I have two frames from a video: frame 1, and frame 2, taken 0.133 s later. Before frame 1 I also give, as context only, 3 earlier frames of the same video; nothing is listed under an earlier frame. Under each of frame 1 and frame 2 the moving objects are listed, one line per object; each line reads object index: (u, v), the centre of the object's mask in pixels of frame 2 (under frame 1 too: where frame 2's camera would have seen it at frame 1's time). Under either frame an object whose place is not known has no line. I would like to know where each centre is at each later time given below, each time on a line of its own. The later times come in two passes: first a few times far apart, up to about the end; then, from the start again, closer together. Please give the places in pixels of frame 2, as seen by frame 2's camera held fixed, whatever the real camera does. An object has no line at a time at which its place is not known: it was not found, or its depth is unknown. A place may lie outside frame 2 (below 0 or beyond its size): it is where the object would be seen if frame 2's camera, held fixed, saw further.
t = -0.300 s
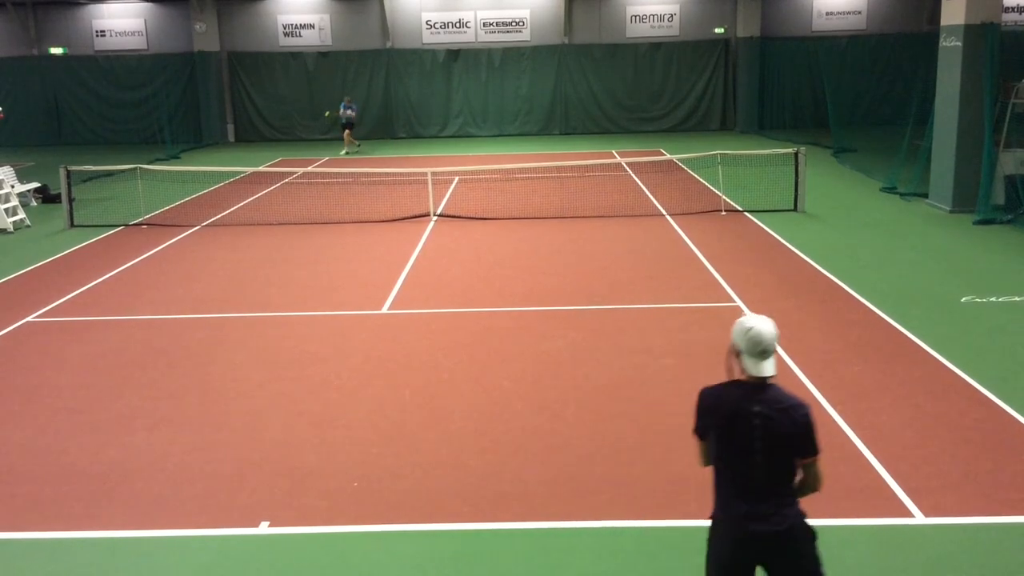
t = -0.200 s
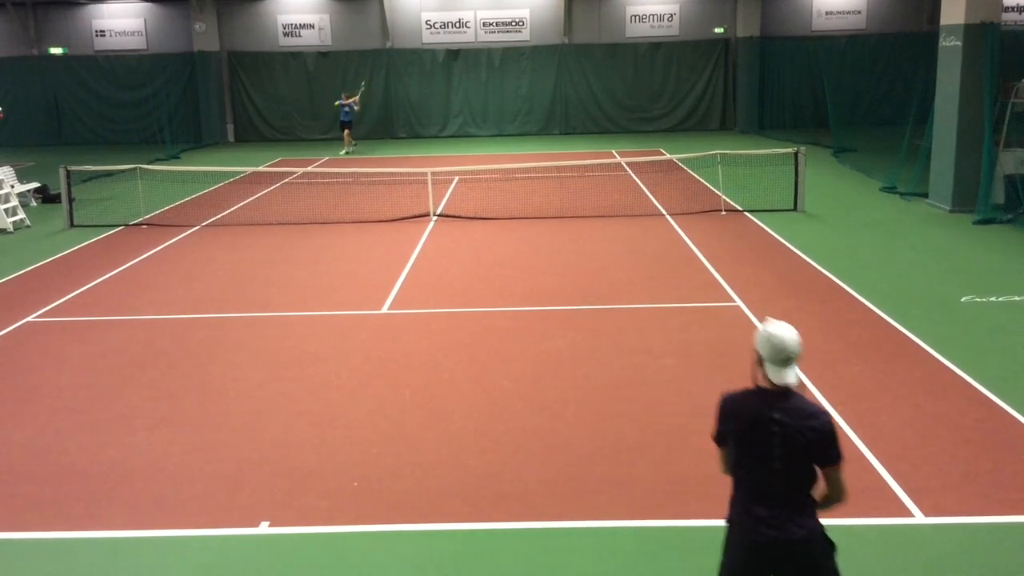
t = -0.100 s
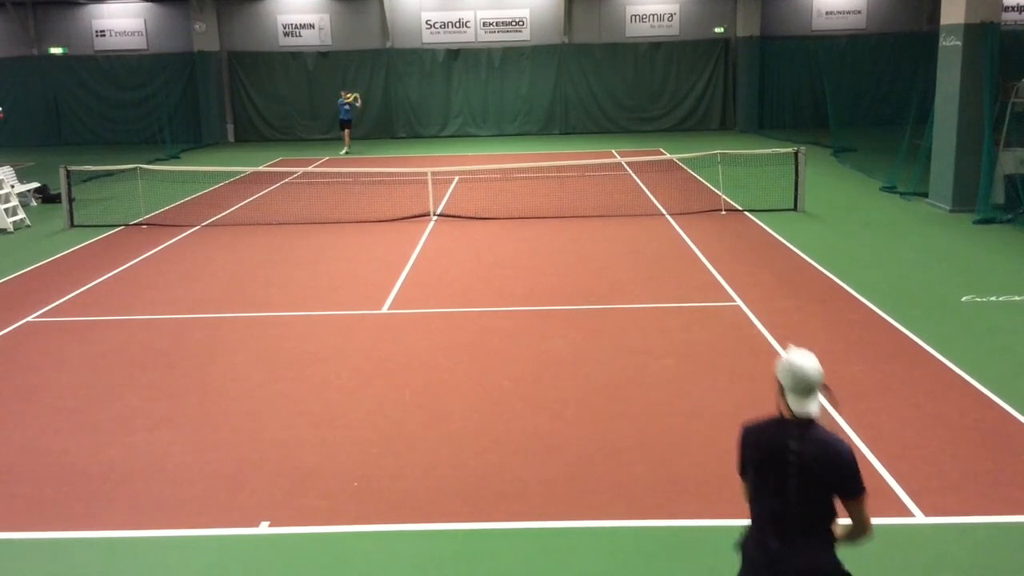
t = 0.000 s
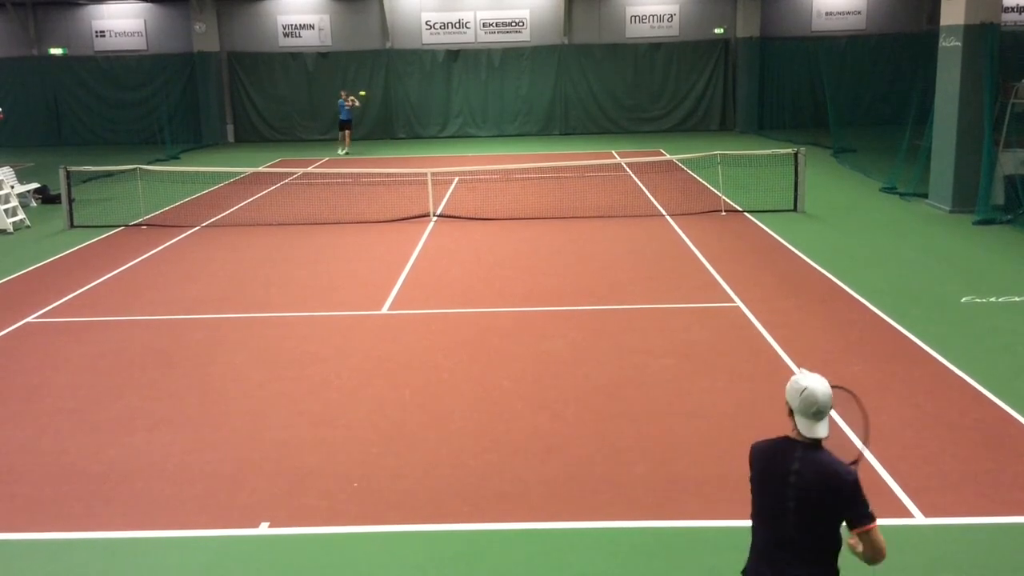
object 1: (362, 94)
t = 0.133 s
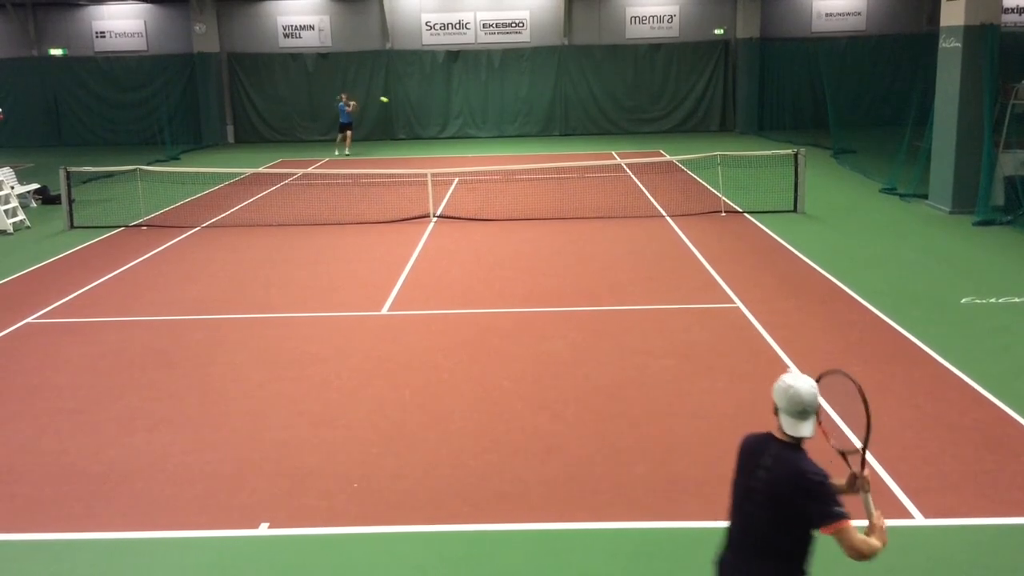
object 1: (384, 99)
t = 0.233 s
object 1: (404, 113)
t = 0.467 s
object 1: (468, 194)
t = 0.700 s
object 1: (580, 413)
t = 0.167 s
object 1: (390, 103)
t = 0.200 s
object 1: (396, 107)
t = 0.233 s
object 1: (404, 113)
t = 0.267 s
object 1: (411, 119)
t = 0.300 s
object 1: (419, 128)
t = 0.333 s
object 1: (427, 137)
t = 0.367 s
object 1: (436, 148)
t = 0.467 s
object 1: (468, 194)
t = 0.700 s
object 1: (580, 413)
